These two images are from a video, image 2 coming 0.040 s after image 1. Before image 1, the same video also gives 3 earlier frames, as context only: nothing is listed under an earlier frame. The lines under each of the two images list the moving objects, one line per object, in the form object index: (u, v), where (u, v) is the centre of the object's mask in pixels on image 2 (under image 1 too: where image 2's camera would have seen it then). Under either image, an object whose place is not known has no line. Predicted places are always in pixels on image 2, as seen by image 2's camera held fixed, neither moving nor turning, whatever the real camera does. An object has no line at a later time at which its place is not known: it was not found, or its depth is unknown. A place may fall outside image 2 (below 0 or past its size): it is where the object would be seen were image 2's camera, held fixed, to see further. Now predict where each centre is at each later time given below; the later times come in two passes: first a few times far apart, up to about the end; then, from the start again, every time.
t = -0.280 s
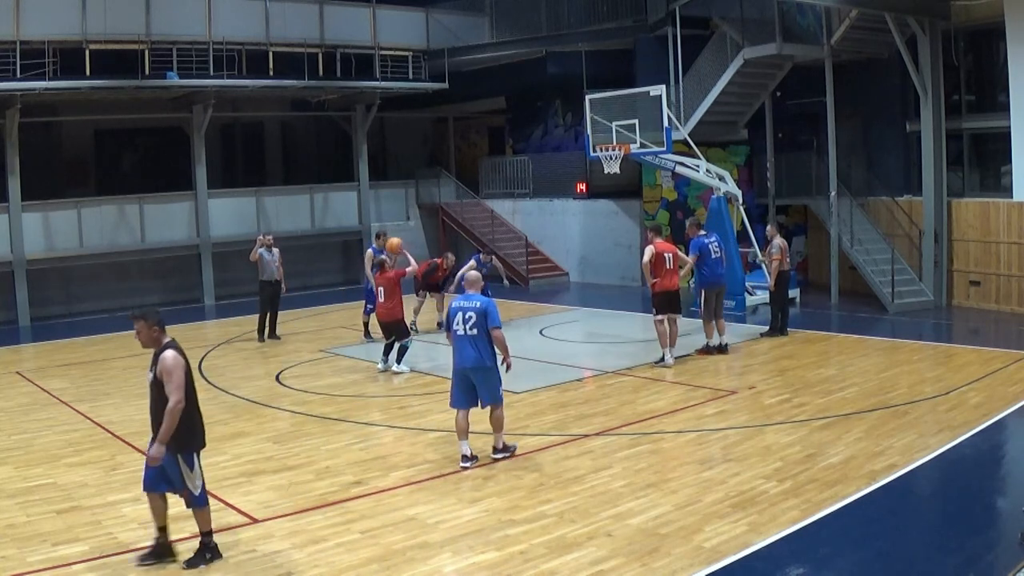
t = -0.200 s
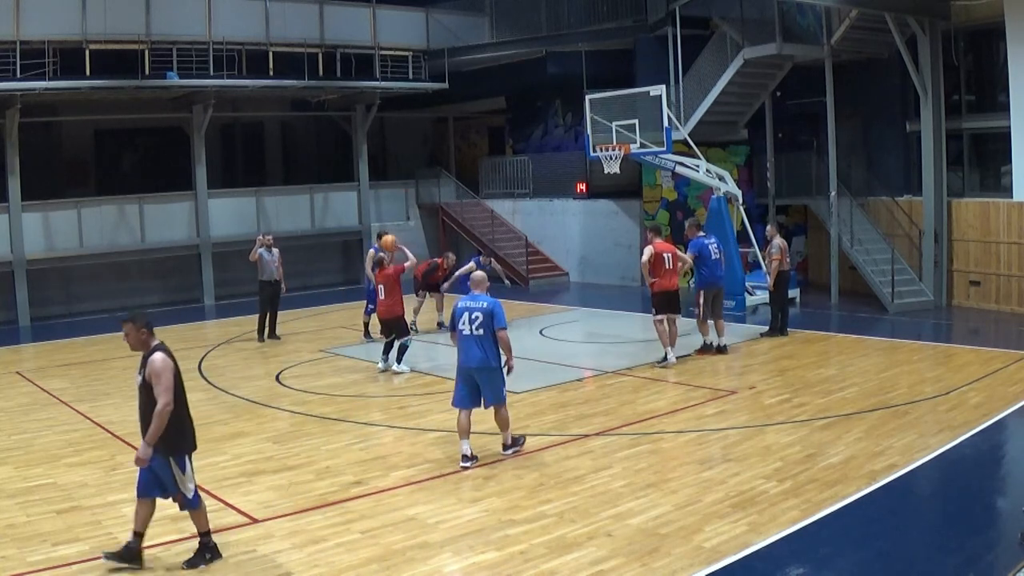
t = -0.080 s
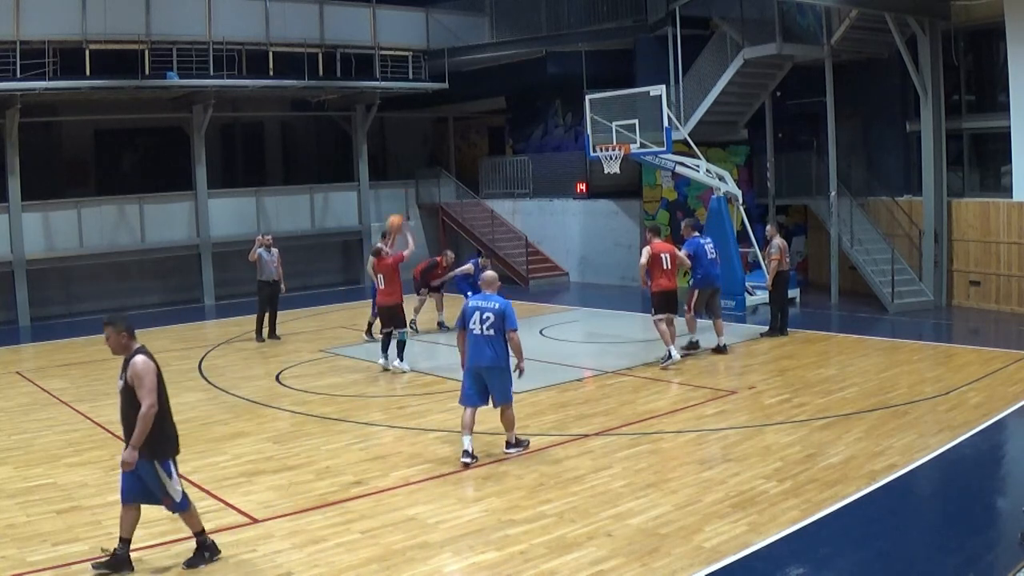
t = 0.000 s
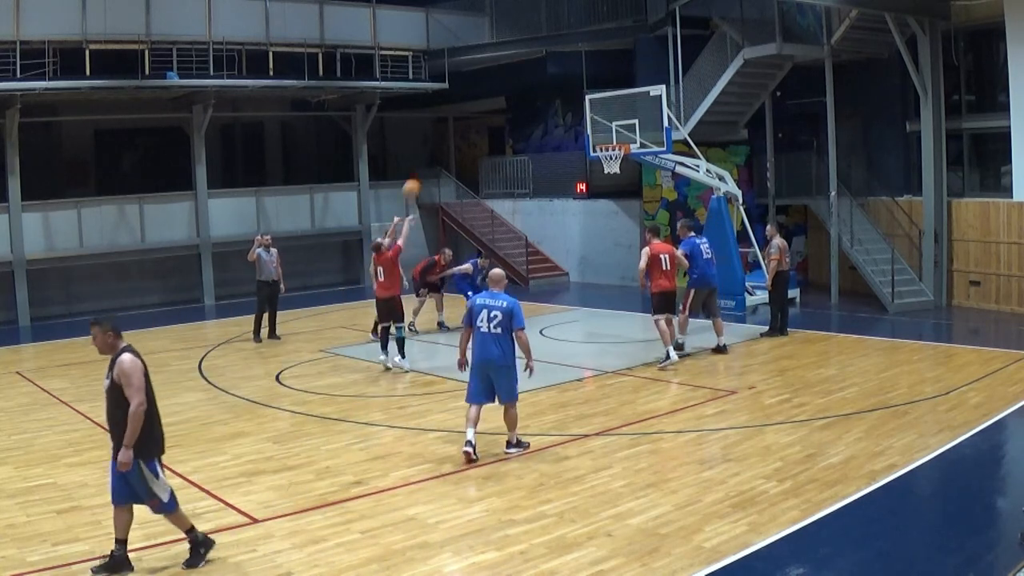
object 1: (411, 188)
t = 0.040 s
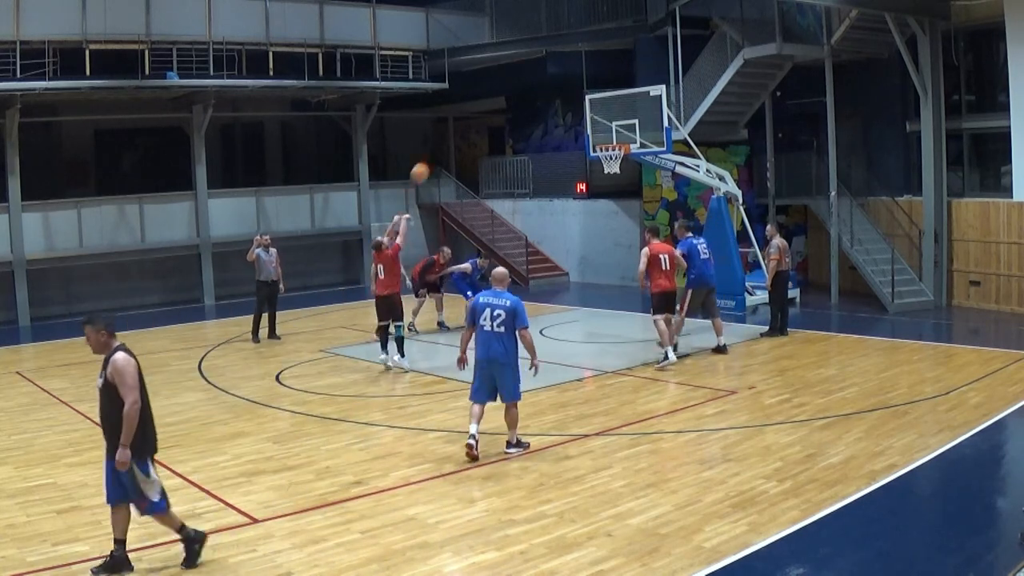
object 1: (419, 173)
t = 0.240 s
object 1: (464, 111)
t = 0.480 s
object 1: (514, 76)
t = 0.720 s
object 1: (561, 80)
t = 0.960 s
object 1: (606, 119)
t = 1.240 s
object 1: (634, 111)
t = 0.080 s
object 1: (428, 158)
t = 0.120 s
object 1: (437, 145)
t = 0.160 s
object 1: (446, 132)
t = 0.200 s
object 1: (455, 121)
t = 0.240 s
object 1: (464, 111)
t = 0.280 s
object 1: (472, 102)
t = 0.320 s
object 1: (481, 95)
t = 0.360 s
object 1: (489, 88)
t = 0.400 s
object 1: (497, 83)
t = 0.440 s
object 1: (505, 79)
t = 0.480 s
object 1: (514, 76)
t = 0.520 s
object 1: (522, 74)
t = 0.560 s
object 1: (530, 74)
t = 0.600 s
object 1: (538, 74)
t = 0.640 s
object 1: (545, 75)
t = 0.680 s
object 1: (554, 77)
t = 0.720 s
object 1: (561, 80)
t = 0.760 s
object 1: (569, 84)
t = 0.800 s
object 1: (576, 90)
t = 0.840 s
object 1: (583, 95)
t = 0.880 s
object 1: (593, 104)
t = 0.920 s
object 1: (599, 110)
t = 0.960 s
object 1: (606, 119)
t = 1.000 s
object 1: (613, 128)
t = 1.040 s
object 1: (621, 137)
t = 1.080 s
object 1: (624, 130)
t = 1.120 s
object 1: (629, 124)
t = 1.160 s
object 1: (633, 119)
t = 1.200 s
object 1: (636, 115)
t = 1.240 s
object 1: (634, 111)
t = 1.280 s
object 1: (632, 109)
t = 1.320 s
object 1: (631, 107)
